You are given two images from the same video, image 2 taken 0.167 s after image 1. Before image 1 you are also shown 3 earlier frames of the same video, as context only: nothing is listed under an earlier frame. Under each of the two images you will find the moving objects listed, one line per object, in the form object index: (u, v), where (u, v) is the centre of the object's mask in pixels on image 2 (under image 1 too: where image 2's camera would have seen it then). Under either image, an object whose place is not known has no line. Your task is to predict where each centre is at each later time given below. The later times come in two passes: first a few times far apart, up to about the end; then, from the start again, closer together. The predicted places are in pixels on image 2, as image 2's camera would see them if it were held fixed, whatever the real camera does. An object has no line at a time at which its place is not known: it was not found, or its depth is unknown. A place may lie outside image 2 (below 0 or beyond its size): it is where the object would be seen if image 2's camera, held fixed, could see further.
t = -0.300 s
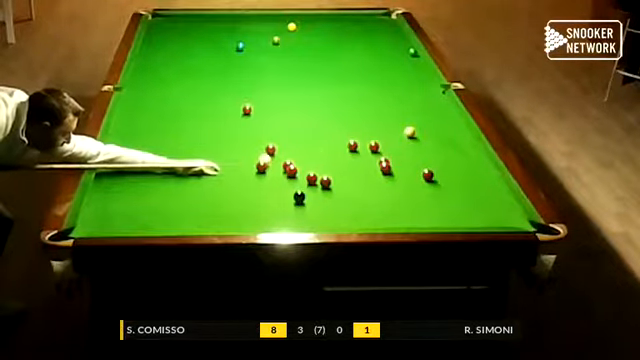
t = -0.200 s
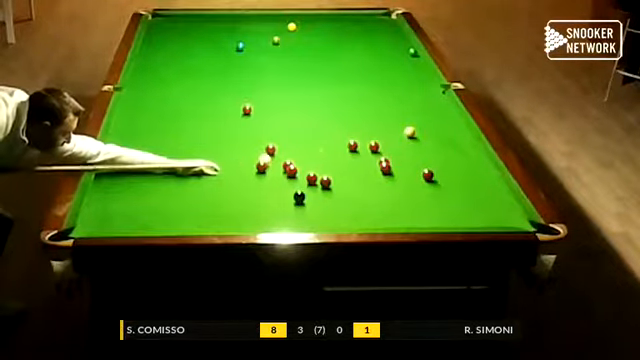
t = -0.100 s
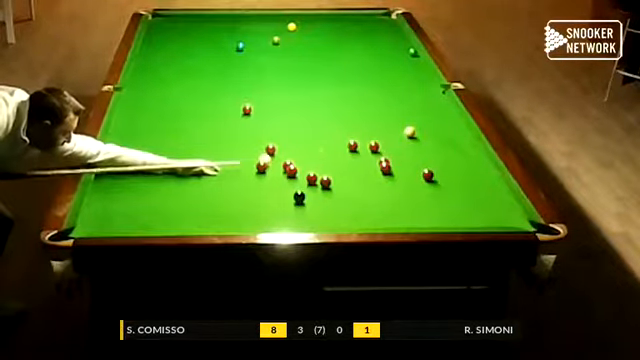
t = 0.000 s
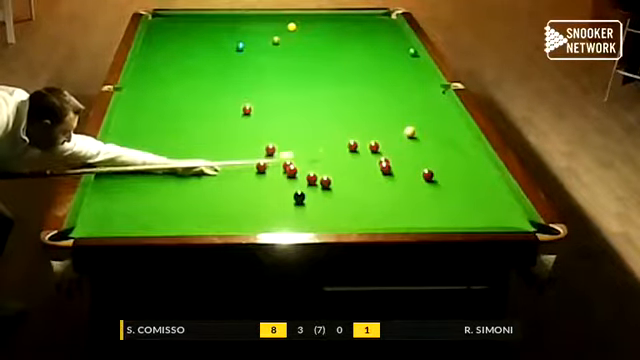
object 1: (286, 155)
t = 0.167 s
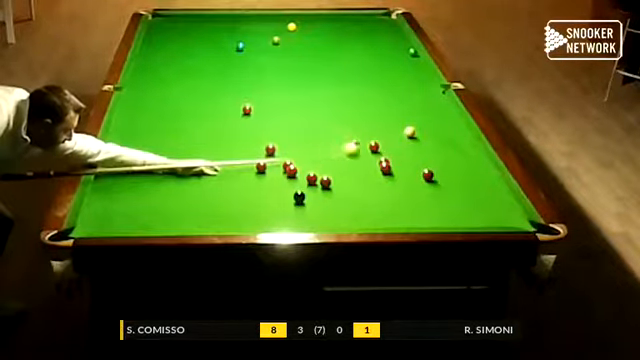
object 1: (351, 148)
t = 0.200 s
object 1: (358, 149)
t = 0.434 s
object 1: (403, 157)
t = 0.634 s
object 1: (441, 163)
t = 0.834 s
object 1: (479, 169)
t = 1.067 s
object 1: (471, 179)
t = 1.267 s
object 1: (454, 187)
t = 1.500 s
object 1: (433, 197)
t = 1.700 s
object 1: (415, 205)
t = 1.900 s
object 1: (397, 213)
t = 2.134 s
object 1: (377, 221)
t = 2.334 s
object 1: (357, 221)
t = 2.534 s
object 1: (341, 219)
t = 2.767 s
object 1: (321, 216)
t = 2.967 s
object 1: (306, 212)
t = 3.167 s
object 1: (292, 209)
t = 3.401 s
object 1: (277, 205)
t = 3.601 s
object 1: (264, 201)
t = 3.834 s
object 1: (251, 198)
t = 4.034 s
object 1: (241, 196)
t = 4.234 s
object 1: (232, 194)
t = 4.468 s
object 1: (222, 192)
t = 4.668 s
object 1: (215, 190)
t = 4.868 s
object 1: (208, 189)
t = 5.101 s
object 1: (201, 188)
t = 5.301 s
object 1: (196, 187)
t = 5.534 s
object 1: (191, 186)
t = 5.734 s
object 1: (189, 186)
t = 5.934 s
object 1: (186, 186)
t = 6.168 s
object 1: (184, 185)
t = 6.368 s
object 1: (184, 185)
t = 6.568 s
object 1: (183, 185)
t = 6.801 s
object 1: (183, 185)
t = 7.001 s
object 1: (183, 185)
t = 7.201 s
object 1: (183, 185)
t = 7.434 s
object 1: (183, 185)
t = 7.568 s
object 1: (183, 185)
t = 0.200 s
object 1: (358, 149)
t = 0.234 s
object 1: (365, 151)
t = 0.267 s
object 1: (372, 152)
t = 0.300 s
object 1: (377, 152)
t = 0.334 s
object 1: (382, 154)
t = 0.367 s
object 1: (391, 155)
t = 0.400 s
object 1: (396, 156)
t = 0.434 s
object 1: (403, 157)
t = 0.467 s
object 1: (409, 158)
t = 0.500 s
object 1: (415, 159)
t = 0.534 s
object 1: (421, 160)
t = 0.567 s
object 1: (428, 161)
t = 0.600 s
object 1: (434, 162)
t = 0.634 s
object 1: (441, 163)
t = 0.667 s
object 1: (447, 164)
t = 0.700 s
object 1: (454, 165)
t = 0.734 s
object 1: (460, 166)
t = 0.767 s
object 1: (467, 167)
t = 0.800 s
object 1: (472, 168)
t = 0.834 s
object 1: (479, 169)
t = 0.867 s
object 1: (485, 170)
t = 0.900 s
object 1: (487, 172)
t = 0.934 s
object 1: (484, 173)
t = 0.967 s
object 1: (480, 175)
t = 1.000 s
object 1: (477, 176)
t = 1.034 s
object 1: (474, 178)
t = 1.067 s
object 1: (471, 179)
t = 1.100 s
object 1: (468, 180)
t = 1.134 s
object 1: (466, 182)
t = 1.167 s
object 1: (463, 183)
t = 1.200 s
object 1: (460, 184)
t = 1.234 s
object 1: (457, 186)
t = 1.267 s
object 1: (454, 187)
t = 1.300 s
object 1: (451, 188)
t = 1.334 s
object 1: (448, 190)
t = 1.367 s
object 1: (445, 192)
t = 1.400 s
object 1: (442, 193)
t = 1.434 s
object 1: (439, 194)
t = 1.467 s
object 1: (436, 196)
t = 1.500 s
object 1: (433, 197)
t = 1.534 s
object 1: (430, 199)
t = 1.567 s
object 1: (427, 200)
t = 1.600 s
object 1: (424, 201)
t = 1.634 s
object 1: (422, 202)
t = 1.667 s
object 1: (418, 204)
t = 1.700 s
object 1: (415, 205)
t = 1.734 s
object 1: (412, 207)
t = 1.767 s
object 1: (409, 208)
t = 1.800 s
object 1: (406, 209)
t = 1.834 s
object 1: (403, 211)
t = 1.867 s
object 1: (401, 212)
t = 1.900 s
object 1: (397, 213)
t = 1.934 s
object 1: (395, 215)
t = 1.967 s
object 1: (391, 217)
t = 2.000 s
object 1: (388, 218)
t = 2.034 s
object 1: (386, 219)
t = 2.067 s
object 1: (383, 219)
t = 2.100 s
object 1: (380, 219)
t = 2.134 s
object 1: (377, 221)
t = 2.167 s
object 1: (373, 222)
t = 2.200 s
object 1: (372, 222)
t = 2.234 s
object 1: (367, 223)
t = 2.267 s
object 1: (364, 223)
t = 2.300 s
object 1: (359, 221)
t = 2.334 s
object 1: (357, 221)
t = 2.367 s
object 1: (354, 221)
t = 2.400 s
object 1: (352, 221)
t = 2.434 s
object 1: (349, 220)
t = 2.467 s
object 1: (346, 220)
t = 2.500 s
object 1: (343, 219)
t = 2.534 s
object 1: (341, 219)
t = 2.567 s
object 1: (338, 219)
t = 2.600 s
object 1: (335, 219)
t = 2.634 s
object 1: (332, 218)
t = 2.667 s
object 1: (330, 218)
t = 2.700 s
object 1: (327, 218)
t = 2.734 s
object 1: (325, 216)
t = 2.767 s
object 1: (321, 216)
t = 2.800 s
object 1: (319, 216)
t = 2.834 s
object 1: (317, 215)
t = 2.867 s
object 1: (314, 214)
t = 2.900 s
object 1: (312, 214)
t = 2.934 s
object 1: (309, 213)
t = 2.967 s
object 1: (306, 212)
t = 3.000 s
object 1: (304, 212)
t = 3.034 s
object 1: (301, 211)
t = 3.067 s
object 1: (299, 211)
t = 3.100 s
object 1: (296, 210)
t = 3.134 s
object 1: (294, 209)
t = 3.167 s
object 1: (292, 209)
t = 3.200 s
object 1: (289, 208)
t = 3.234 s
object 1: (287, 207)
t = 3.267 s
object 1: (285, 207)
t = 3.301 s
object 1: (283, 207)
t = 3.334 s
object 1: (280, 205)
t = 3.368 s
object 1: (279, 205)
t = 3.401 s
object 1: (277, 205)
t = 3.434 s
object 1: (274, 204)
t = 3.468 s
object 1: (272, 204)
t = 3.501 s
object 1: (271, 203)
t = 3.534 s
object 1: (268, 202)
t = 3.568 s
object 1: (267, 202)
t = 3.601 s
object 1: (264, 201)
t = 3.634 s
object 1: (263, 201)
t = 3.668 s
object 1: (260, 200)
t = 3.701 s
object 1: (259, 200)
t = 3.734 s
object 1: (257, 199)
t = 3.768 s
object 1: (255, 199)
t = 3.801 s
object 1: (253, 198)
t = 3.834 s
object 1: (251, 198)
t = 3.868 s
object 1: (249, 198)
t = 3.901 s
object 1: (247, 197)
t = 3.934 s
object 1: (246, 197)
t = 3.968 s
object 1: (244, 197)
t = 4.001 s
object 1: (243, 197)
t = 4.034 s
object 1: (241, 196)
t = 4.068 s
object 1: (240, 196)
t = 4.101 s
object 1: (238, 195)
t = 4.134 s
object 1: (237, 195)
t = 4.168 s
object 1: (235, 194)
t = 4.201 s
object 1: (233, 194)
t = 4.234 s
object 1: (232, 194)
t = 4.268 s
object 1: (231, 194)
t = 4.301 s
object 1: (229, 194)
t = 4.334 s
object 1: (228, 193)
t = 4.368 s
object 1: (226, 193)
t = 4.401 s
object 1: (225, 193)
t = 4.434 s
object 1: (223, 193)
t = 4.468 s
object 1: (222, 192)
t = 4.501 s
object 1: (222, 192)
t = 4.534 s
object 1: (220, 192)
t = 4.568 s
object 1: (218, 191)
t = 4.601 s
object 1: (217, 191)
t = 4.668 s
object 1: (215, 190)
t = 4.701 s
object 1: (214, 190)
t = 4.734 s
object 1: (213, 190)
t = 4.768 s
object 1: (212, 190)
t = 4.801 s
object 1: (211, 189)
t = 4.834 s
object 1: (209, 189)
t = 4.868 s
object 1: (208, 189)
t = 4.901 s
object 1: (207, 189)
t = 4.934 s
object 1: (206, 189)
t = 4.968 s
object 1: (205, 189)
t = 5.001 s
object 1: (204, 188)
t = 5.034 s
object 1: (203, 188)
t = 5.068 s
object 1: (202, 188)
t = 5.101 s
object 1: (201, 188)
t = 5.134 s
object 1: (200, 188)
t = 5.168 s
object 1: (199, 188)
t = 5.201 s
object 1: (199, 188)
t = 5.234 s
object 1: (198, 187)
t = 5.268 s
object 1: (197, 187)
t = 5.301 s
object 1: (196, 187)
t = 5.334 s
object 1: (195, 187)
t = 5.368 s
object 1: (195, 187)
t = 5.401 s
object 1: (194, 187)
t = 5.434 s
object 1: (194, 187)
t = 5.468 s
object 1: (193, 187)
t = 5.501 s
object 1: (192, 187)
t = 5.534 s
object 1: (191, 186)
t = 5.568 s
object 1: (191, 186)
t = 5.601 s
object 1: (190, 186)
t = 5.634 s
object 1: (190, 186)
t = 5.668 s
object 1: (189, 186)
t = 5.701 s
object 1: (189, 186)
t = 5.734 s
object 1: (189, 186)
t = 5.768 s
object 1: (188, 186)
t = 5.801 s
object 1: (188, 186)
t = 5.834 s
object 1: (187, 186)
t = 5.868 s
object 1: (187, 186)
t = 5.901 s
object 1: (186, 186)
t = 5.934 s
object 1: (186, 186)
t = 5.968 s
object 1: (186, 186)
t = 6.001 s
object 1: (185, 185)
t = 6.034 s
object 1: (185, 185)
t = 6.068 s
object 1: (185, 185)
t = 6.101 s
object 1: (185, 185)
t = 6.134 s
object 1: (184, 185)
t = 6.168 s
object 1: (184, 185)
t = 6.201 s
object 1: (184, 185)
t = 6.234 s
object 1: (184, 185)
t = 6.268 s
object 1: (184, 185)
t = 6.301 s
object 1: (184, 185)
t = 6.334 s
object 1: (184, 185)
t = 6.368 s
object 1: (184, 185)
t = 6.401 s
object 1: (184, 185)
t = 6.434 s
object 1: (184, 185)
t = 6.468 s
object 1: (184, 185)
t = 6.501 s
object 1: (183, 185)
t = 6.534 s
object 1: (183, 185)
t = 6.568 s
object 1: (183, 185)
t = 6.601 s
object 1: (183, 185)
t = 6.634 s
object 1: (183, 185)
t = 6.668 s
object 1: (183, 185)
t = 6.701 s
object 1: (183, 185)
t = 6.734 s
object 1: (183, 185)
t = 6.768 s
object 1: (183, 185)
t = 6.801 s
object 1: (183, 185)
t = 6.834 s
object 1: (183, 185)
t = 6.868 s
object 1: (183, 185)
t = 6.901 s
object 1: (183, 185)
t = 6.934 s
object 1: (183, 185)
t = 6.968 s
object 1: (183, 185)
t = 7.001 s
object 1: (183, 185)
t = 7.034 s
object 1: (183, 185)
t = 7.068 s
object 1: (183, 185)
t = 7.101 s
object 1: (183, 185)
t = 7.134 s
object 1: (183, 185)
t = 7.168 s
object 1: (183, 185)
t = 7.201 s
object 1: (183, 185)
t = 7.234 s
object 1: (183, 185)
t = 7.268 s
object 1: (183, 185)
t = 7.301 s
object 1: (183, 185)
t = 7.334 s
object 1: (183, 185)
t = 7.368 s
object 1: (183, 185)
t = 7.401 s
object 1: (183, 185)
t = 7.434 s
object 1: (183, 185)
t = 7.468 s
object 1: (183, 185)
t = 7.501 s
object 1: (183, 185)
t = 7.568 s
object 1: (183, 185)
